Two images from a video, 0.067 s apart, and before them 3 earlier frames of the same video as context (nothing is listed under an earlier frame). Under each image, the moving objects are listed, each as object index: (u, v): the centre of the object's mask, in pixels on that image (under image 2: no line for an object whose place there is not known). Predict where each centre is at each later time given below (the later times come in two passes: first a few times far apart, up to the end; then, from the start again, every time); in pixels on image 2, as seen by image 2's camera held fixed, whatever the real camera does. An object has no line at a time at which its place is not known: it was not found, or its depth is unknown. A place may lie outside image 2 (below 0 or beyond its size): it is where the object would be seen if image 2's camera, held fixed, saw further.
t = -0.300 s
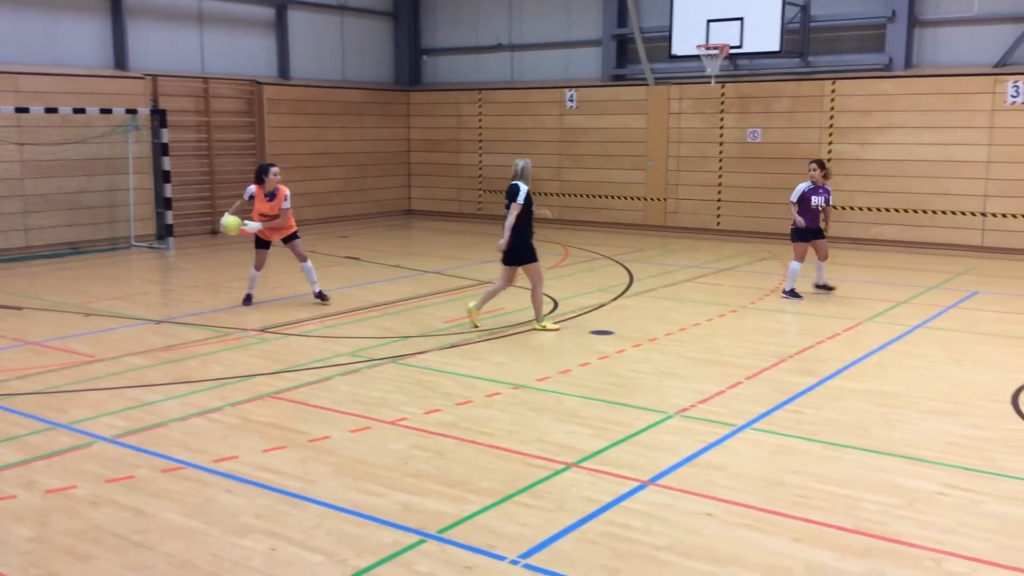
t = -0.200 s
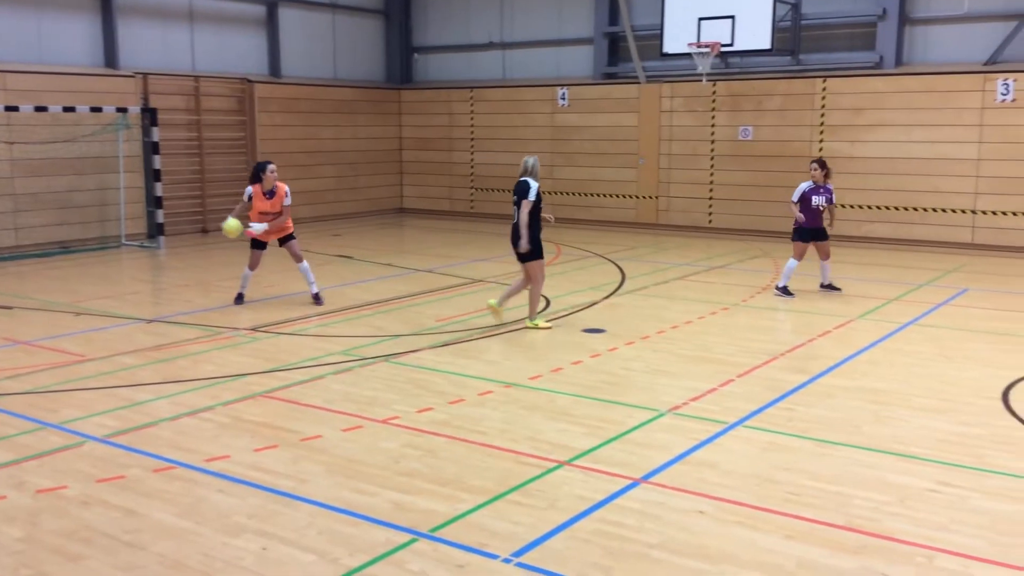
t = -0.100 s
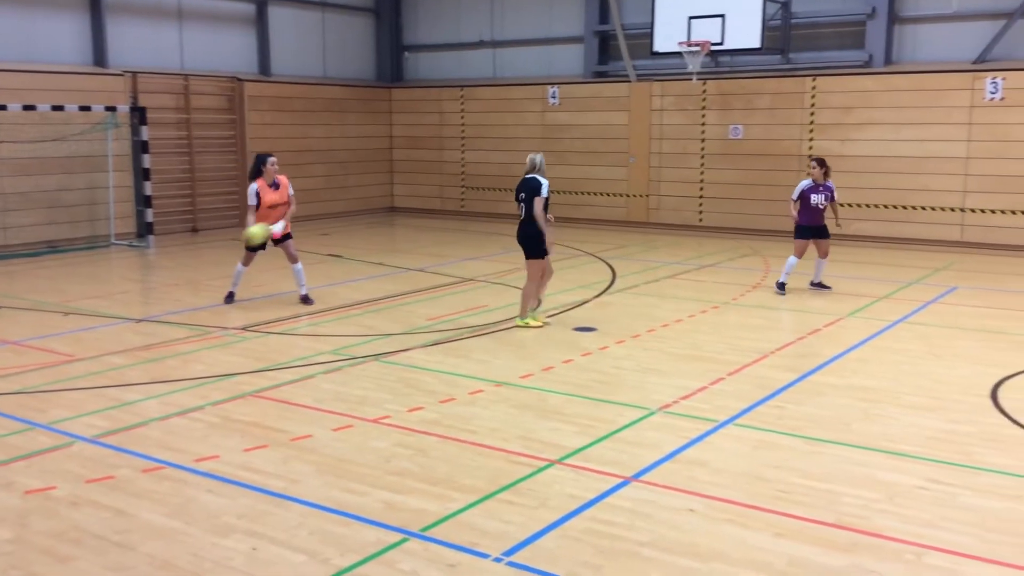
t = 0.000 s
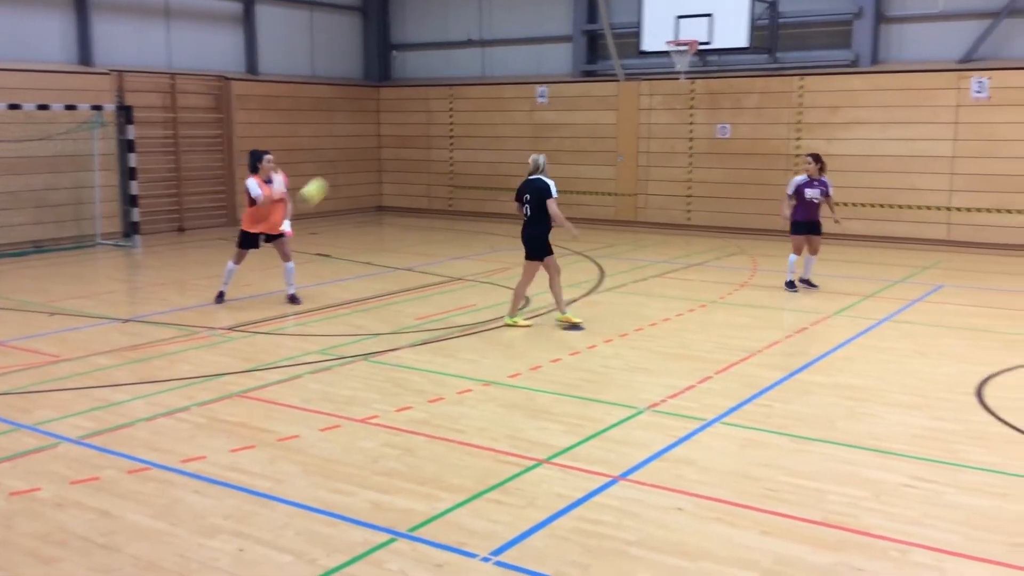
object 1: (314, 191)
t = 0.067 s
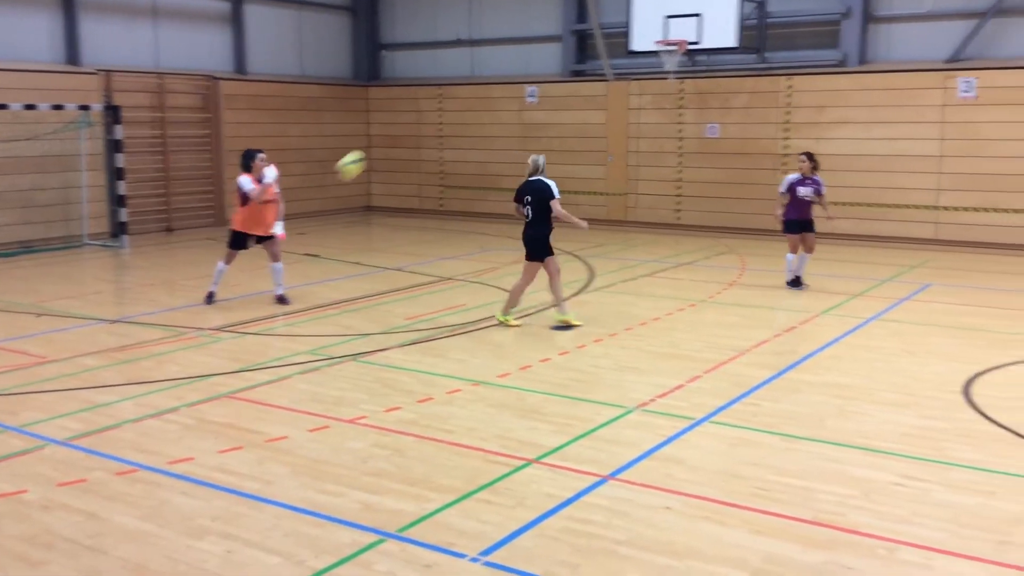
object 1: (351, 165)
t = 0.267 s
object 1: (519, 103)
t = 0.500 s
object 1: (764, 77)
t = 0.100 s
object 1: (377, 153)
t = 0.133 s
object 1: (404, 141)
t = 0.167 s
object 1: (432, 131)
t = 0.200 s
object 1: (460, 120)
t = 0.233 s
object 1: (491, 109)
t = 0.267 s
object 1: (519, 103)
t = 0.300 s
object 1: (550, 95)
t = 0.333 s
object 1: (582, 88)
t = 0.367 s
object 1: (615, 85)
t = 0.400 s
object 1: (651, 80)
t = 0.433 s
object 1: (688, 77)
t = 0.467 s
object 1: (726, 77)
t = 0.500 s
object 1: (764, 77)
